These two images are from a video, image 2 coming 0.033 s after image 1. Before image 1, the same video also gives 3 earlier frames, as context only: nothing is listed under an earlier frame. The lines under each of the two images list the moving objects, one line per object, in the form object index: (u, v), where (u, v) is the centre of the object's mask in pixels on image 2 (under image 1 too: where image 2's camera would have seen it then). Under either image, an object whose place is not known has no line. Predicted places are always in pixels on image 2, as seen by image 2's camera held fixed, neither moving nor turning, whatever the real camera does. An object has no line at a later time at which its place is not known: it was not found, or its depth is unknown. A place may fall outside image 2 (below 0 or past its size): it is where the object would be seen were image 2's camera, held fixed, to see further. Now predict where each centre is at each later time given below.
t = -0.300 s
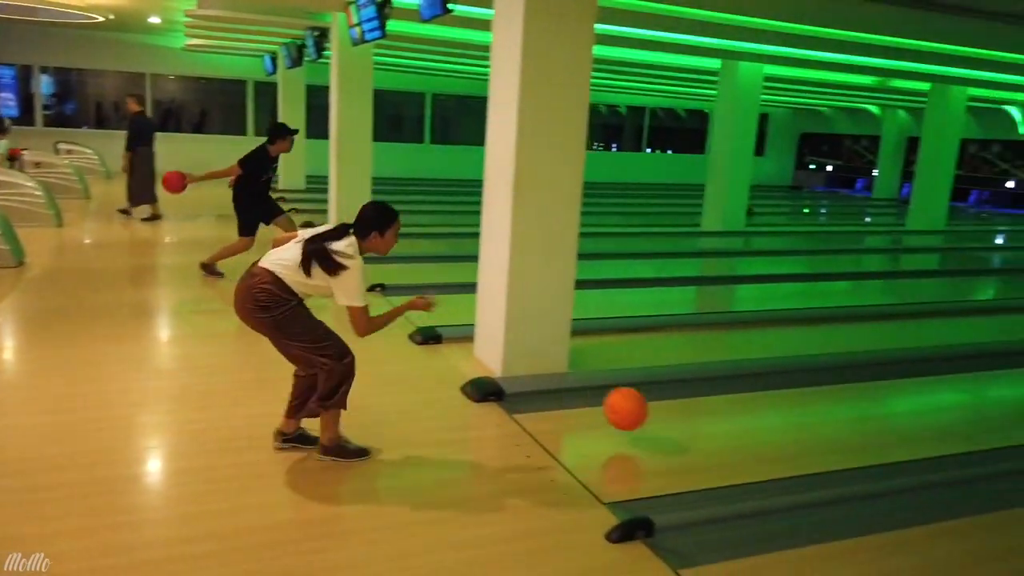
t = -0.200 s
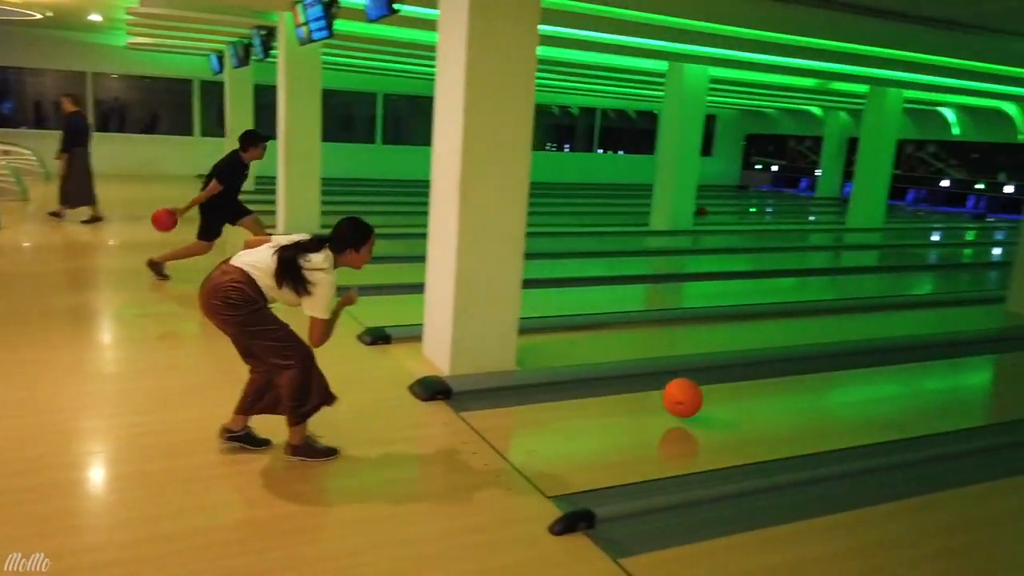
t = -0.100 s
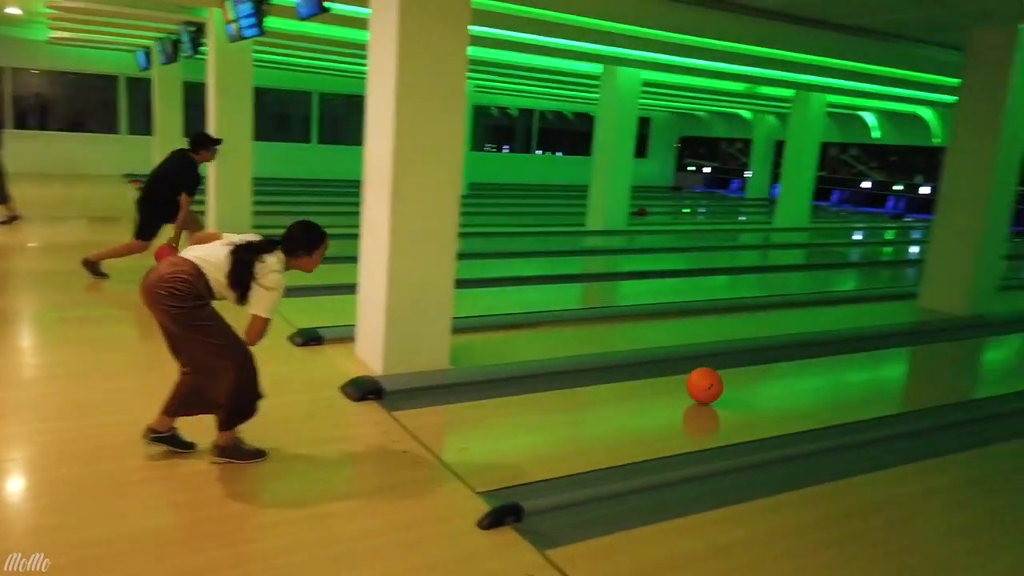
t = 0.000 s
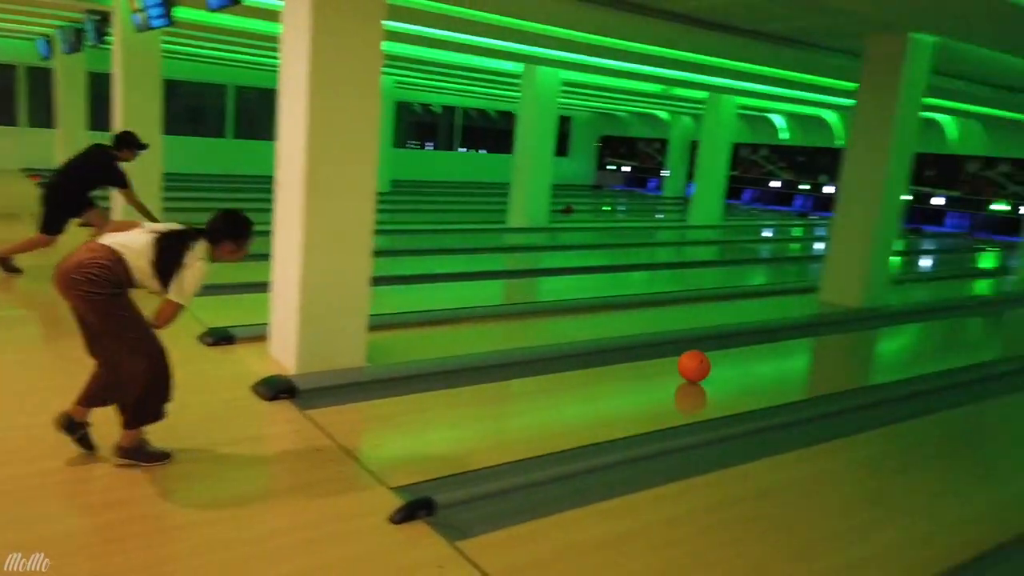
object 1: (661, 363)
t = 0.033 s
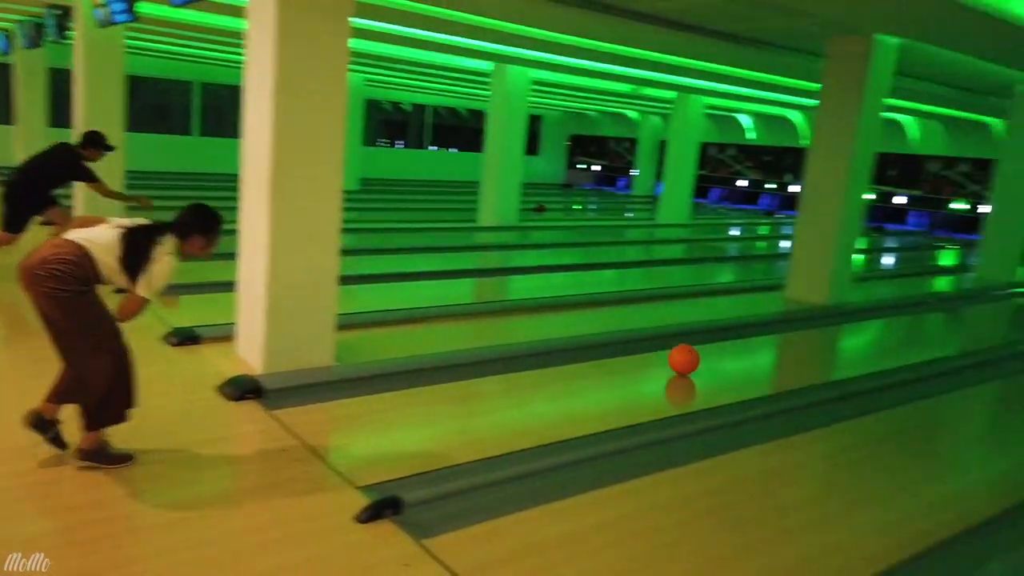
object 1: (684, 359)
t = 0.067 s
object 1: (705, 356)
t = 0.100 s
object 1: (725, 352)
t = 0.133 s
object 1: (744, 349)
